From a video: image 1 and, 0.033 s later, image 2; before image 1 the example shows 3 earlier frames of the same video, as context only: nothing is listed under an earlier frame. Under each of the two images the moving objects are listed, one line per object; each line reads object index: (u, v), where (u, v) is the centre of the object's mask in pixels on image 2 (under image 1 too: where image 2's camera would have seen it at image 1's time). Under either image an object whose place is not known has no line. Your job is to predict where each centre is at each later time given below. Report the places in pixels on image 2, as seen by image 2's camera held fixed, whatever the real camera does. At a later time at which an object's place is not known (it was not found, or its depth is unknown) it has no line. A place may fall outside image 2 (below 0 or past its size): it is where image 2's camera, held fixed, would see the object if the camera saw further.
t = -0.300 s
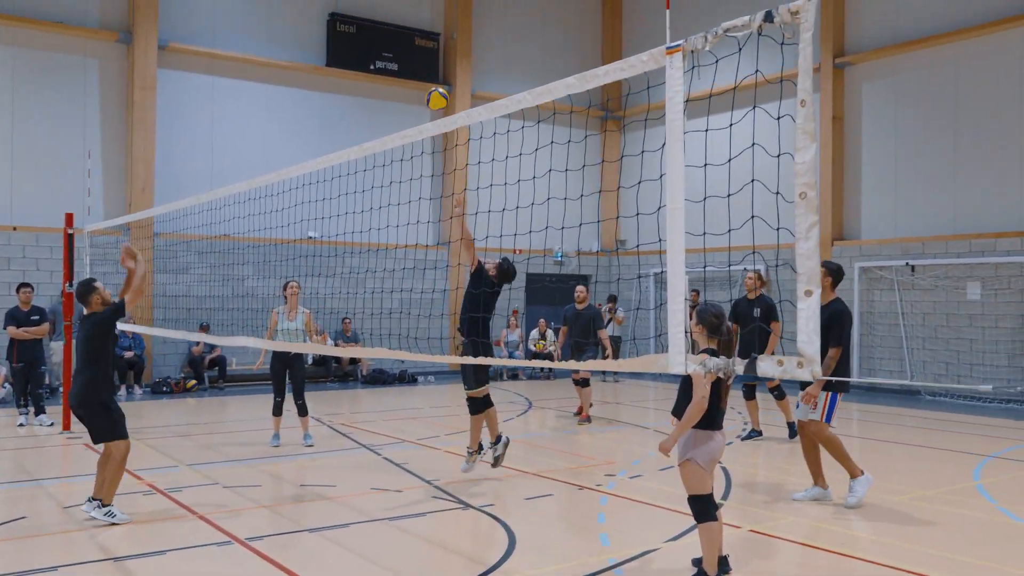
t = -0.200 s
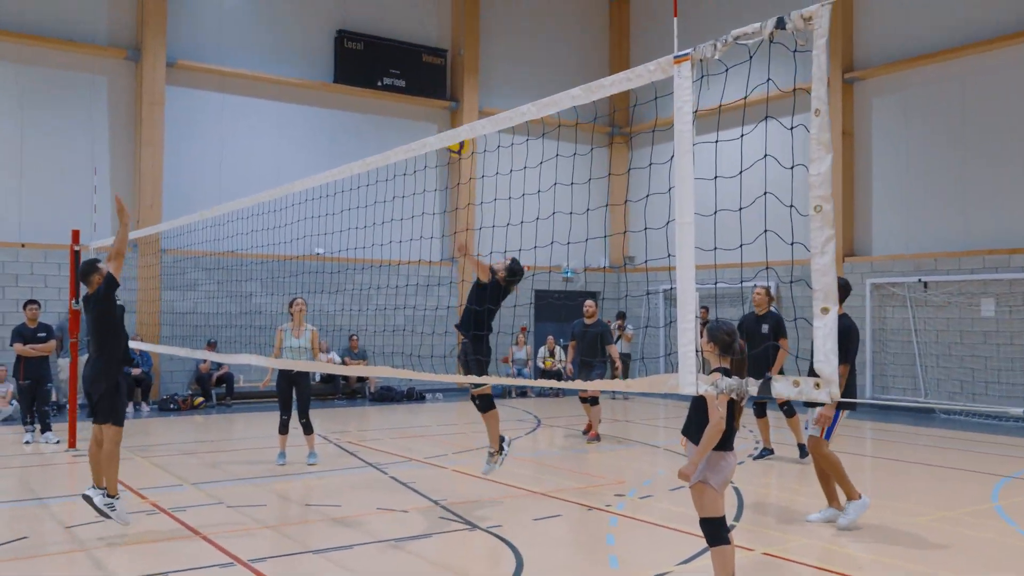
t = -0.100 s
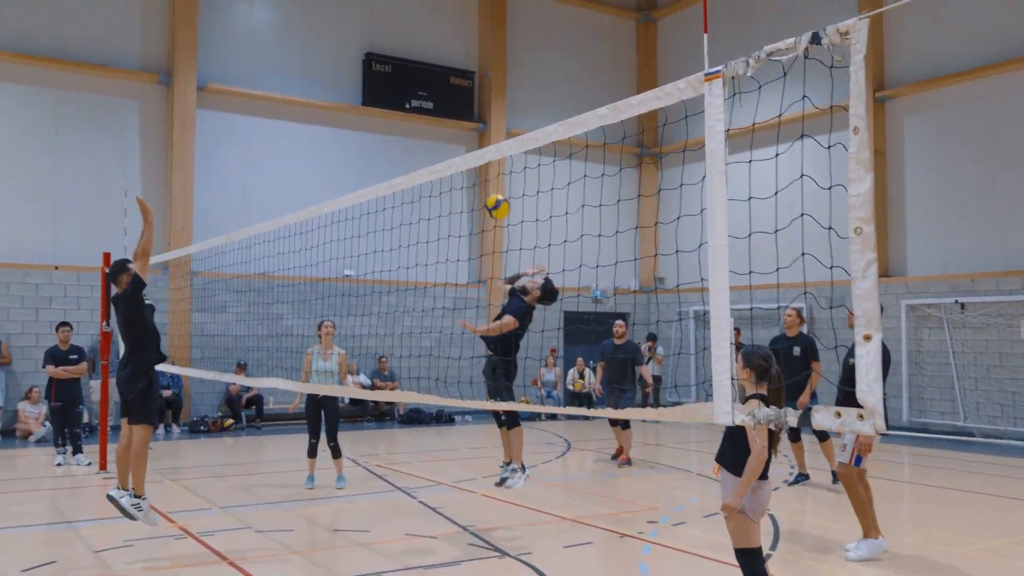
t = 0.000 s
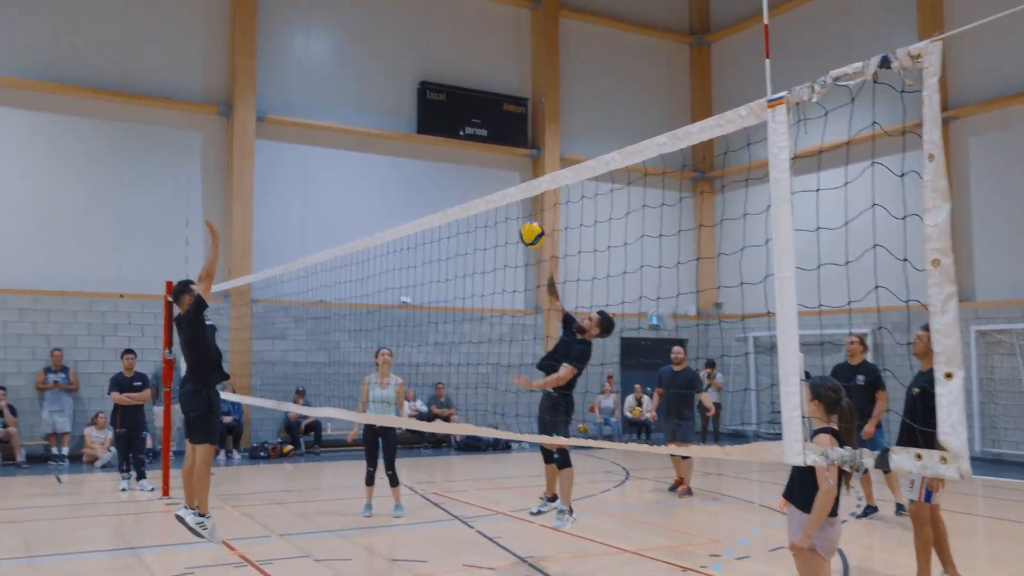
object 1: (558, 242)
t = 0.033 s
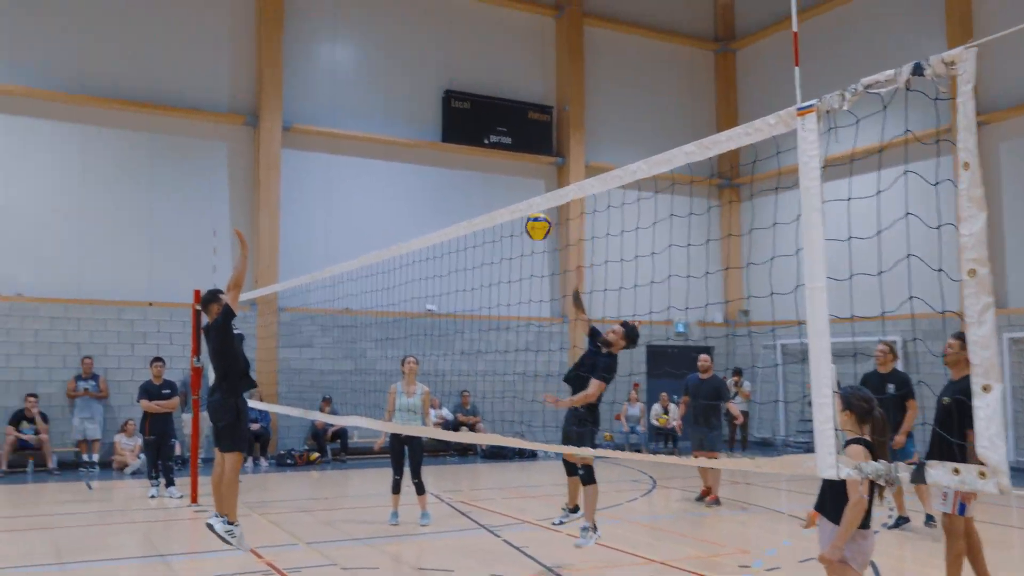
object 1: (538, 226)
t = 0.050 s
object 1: (529, 223)
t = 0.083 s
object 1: (506, 201)
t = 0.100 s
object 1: (497, 198)
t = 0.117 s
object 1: (486, 191)
